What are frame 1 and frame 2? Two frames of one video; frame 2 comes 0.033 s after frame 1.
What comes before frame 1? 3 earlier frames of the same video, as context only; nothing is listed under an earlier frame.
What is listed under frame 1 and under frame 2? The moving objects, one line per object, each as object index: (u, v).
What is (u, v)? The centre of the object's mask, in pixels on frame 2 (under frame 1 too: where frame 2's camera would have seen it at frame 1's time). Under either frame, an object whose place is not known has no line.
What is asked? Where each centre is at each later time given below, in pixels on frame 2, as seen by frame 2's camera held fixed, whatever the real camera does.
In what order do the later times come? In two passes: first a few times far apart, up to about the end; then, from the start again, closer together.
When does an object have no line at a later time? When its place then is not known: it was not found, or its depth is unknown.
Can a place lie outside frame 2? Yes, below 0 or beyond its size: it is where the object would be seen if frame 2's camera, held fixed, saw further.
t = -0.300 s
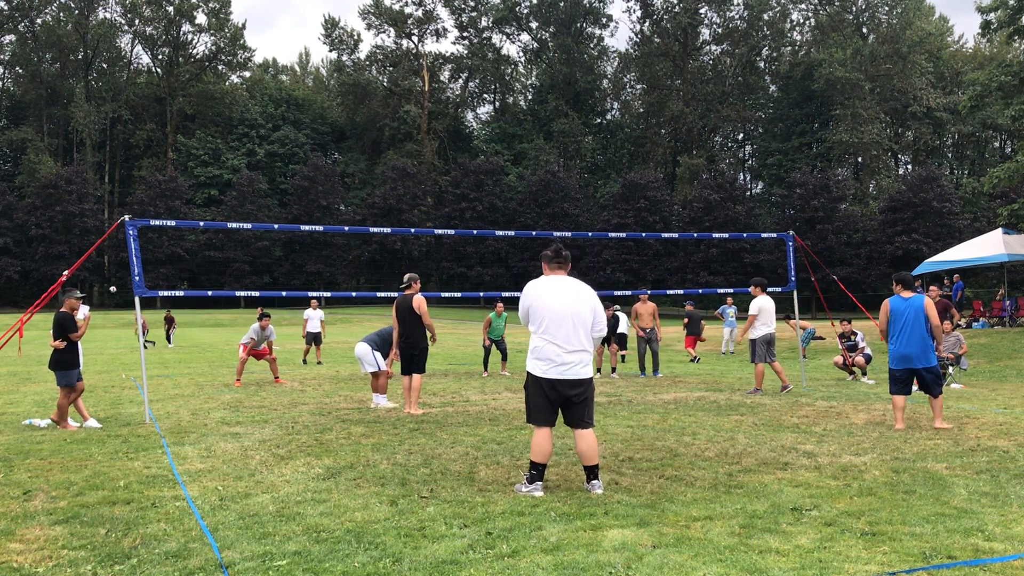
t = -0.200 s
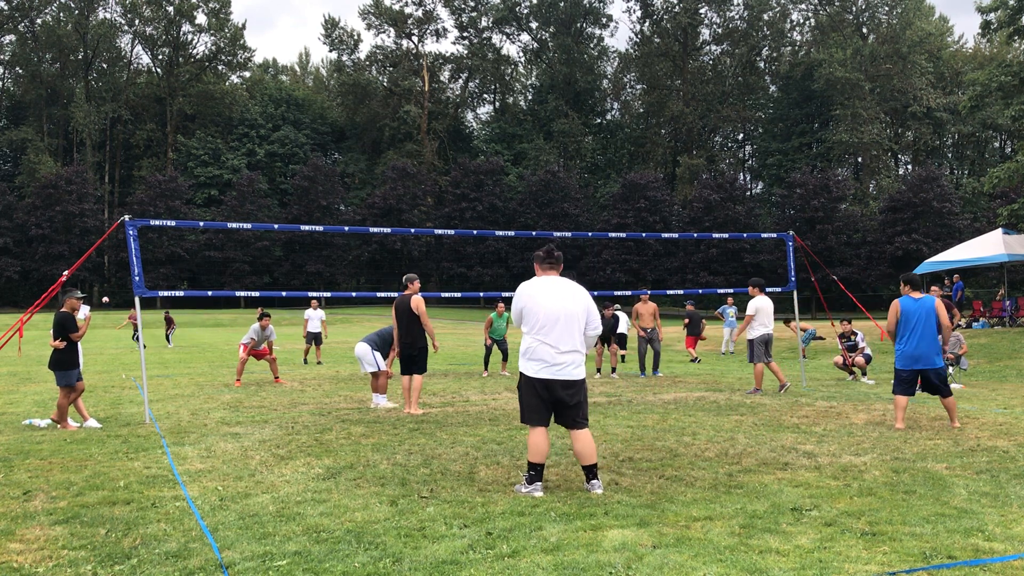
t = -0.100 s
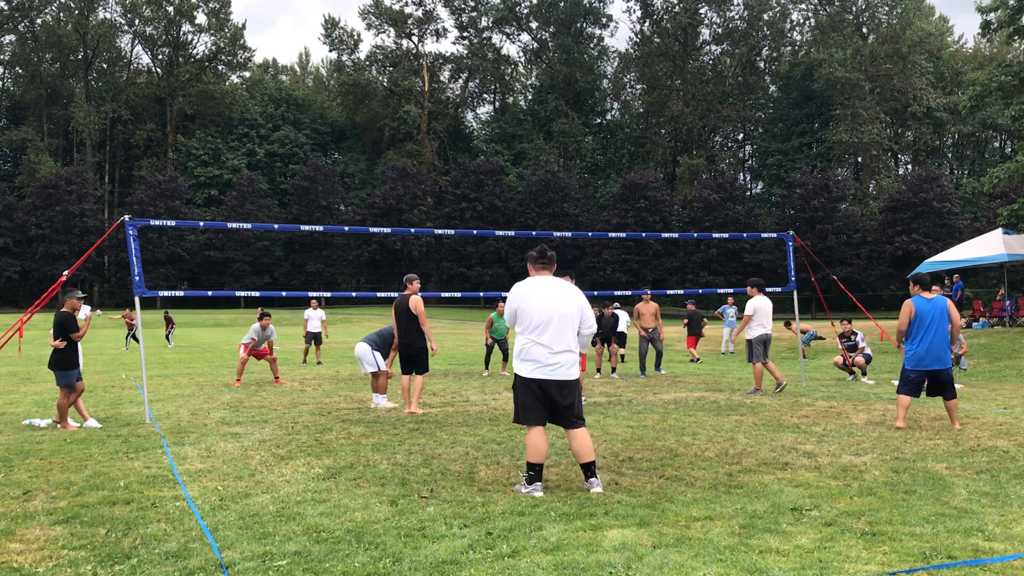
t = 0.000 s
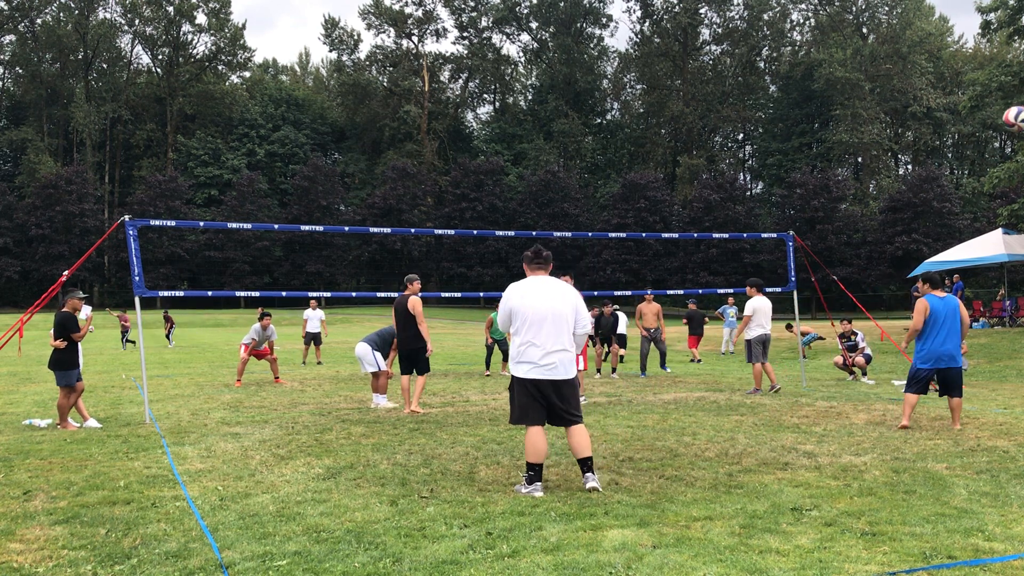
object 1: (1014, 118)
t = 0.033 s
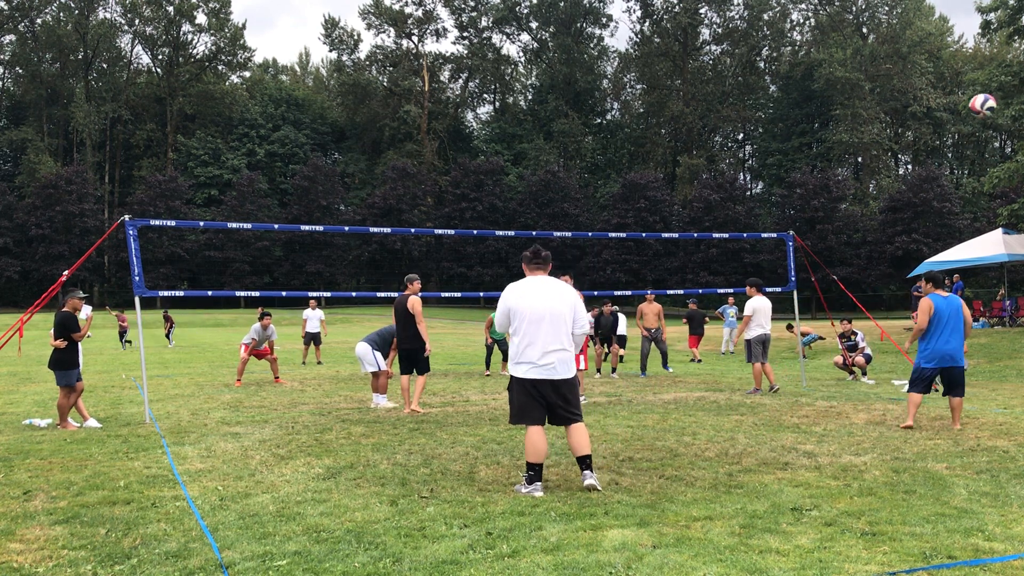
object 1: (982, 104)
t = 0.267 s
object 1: (794, 66)
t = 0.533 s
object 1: (652, 92)
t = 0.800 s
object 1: (555, 155)
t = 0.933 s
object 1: (516, 196)
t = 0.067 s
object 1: (951, 94)
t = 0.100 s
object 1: (920, 84)
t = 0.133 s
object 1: (891, 78)
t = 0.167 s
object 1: (865, 73)
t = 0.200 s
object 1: (840, 69)
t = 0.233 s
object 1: (816, 68)
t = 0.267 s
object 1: (794, 66)
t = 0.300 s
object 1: (772, 66)
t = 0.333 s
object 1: (752, 67)
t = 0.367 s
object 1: (733, 69)
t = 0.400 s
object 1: (715, 72)
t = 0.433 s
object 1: (698, 75)
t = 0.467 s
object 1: (682, 80)
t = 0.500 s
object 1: (666, 86)
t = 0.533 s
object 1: (652, 92)
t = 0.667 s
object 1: (599, 121)
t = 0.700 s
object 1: (588, 129)
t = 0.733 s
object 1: (576, 137)
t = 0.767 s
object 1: (565, 146)
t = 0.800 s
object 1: (555, 155)
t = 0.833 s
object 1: (545, 165)
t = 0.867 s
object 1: (534, 175)
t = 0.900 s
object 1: (525, 185)
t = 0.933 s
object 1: (516, 196)
